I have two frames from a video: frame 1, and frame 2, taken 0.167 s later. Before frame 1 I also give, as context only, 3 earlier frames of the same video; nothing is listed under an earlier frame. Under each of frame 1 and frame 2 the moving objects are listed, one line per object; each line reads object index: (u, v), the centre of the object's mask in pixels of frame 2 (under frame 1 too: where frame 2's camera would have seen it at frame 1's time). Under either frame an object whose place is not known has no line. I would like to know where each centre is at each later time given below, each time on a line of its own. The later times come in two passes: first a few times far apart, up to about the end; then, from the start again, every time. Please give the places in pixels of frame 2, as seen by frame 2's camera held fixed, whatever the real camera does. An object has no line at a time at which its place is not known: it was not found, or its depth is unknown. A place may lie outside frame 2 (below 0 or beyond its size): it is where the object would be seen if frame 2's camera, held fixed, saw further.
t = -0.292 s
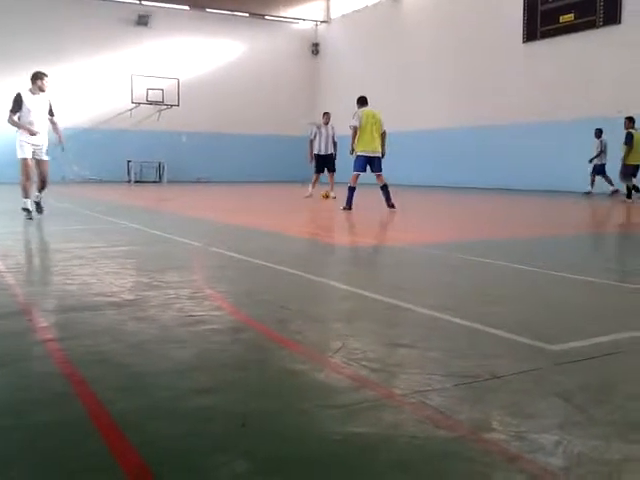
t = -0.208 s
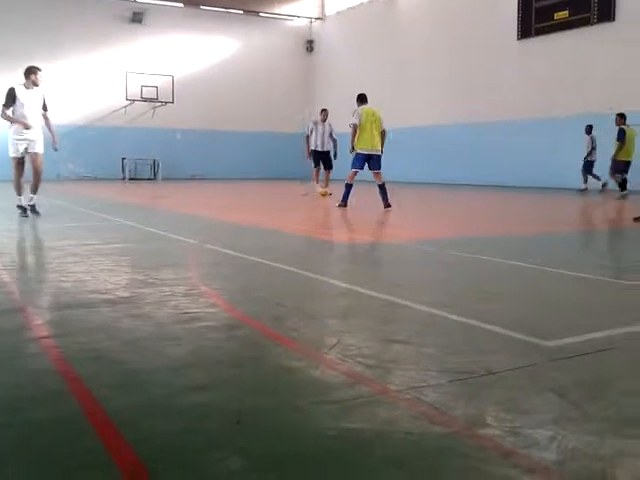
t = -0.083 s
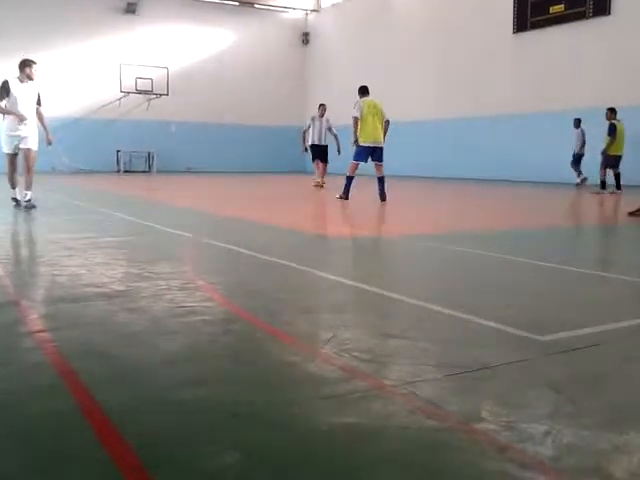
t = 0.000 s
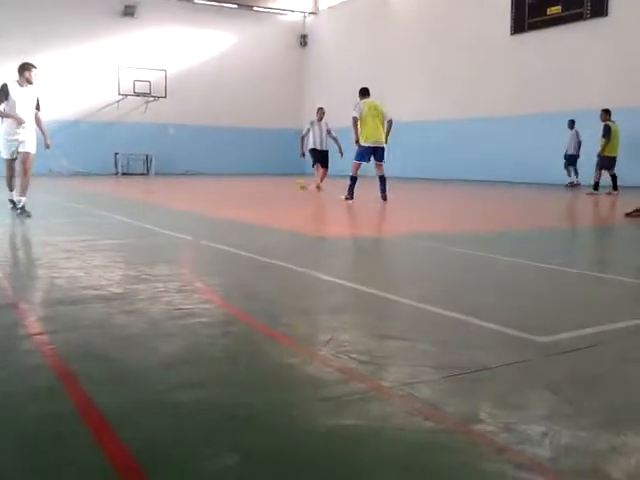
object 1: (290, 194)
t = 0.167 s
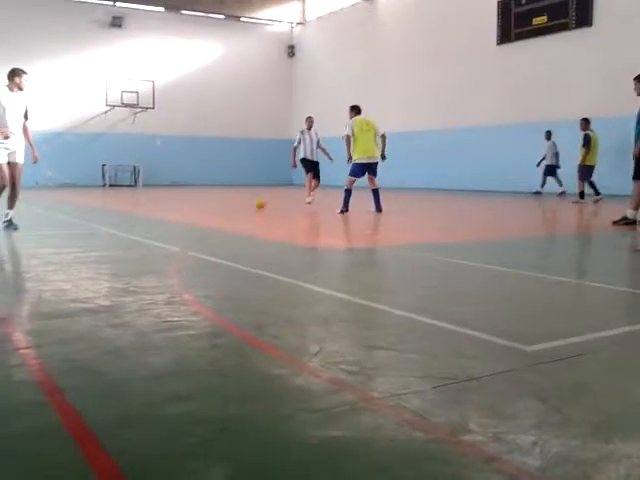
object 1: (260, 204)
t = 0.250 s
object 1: (244, 202)
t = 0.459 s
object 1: (194, 211)
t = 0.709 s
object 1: (119, 221)
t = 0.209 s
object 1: (253, 203)
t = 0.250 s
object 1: (244, 202)
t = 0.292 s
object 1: (234, 205)
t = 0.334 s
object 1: (226, 207)
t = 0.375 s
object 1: (217, 208)
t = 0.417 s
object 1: (204, 212)
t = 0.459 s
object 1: (194, 211)
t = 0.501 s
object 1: (181, 213)
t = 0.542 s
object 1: (172, 214)
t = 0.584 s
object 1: (158, 216)
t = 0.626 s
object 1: (146, 216)
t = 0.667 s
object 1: (134, 217)
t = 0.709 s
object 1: (119, 221)
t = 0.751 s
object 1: (104, 222)
